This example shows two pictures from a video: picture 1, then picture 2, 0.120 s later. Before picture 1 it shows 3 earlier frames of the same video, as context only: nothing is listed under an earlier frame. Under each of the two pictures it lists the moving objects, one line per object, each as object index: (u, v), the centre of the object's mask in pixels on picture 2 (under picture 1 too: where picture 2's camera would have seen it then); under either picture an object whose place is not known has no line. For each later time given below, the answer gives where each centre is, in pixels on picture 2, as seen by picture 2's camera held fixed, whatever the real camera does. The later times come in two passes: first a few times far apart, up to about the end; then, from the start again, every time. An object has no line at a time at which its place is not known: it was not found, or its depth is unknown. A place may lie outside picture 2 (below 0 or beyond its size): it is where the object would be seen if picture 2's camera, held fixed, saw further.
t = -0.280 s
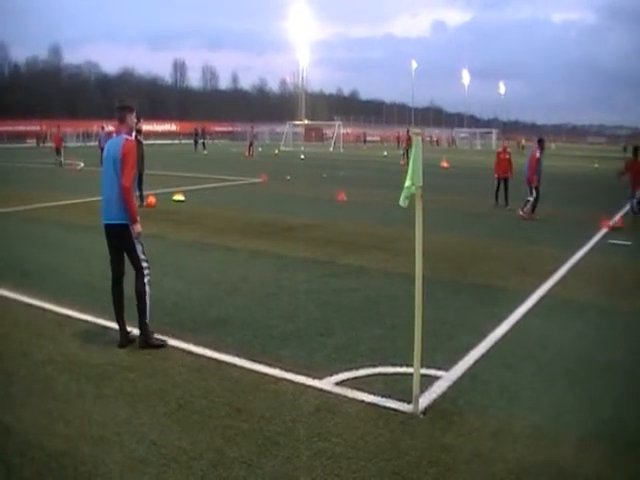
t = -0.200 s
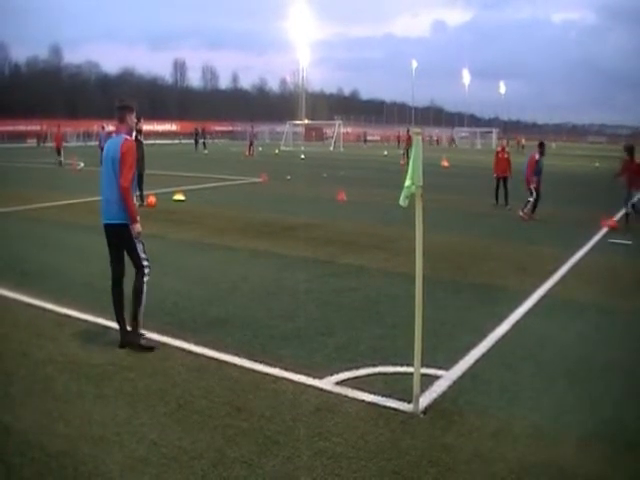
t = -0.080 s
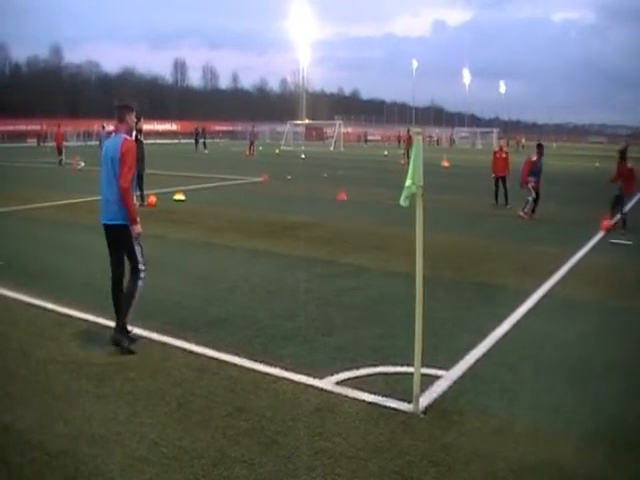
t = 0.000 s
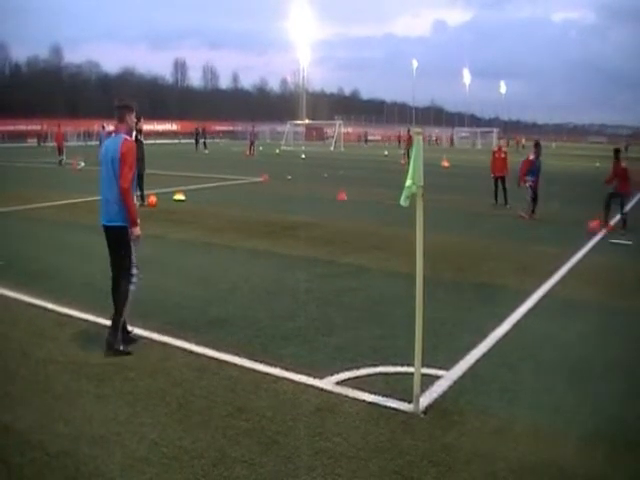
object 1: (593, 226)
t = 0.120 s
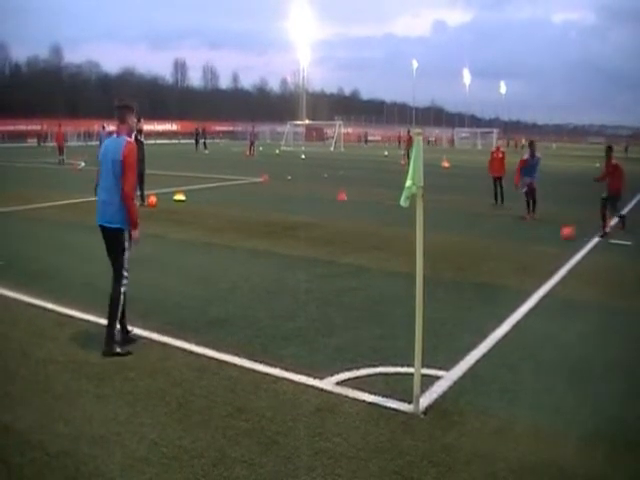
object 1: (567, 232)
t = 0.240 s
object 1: (534, 236)
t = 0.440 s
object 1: (473, 252)
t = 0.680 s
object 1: (384, 268)
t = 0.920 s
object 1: (273, 290)
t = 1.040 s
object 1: (213, 301)
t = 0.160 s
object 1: (555, 234)
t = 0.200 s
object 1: (547, 235)
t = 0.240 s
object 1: (534, 236)
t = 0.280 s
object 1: (522, 242)
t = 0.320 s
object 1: (511, 245)
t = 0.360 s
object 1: (498, 246)
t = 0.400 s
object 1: (486, 248)
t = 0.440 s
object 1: (473, 252)
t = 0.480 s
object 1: (459, 253)
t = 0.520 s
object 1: (444, 255)
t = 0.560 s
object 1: (431, 257)
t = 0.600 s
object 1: (410, 264)
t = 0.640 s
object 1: (400, 266)
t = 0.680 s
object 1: (384, 268)
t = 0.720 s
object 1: (366, 272)
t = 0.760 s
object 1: (347, 277)
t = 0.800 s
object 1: (331, 280)
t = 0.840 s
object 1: (312, 282)
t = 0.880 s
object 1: (294, 287)
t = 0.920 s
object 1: (273, 290)
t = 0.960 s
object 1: (255, 293)
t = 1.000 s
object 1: (233, 299)
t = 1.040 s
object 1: (213, 301)
